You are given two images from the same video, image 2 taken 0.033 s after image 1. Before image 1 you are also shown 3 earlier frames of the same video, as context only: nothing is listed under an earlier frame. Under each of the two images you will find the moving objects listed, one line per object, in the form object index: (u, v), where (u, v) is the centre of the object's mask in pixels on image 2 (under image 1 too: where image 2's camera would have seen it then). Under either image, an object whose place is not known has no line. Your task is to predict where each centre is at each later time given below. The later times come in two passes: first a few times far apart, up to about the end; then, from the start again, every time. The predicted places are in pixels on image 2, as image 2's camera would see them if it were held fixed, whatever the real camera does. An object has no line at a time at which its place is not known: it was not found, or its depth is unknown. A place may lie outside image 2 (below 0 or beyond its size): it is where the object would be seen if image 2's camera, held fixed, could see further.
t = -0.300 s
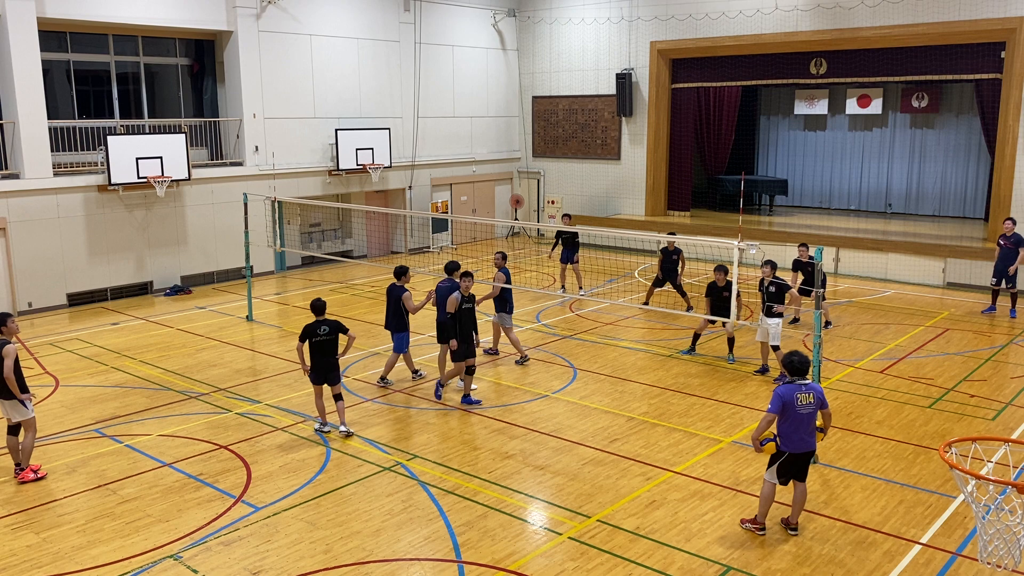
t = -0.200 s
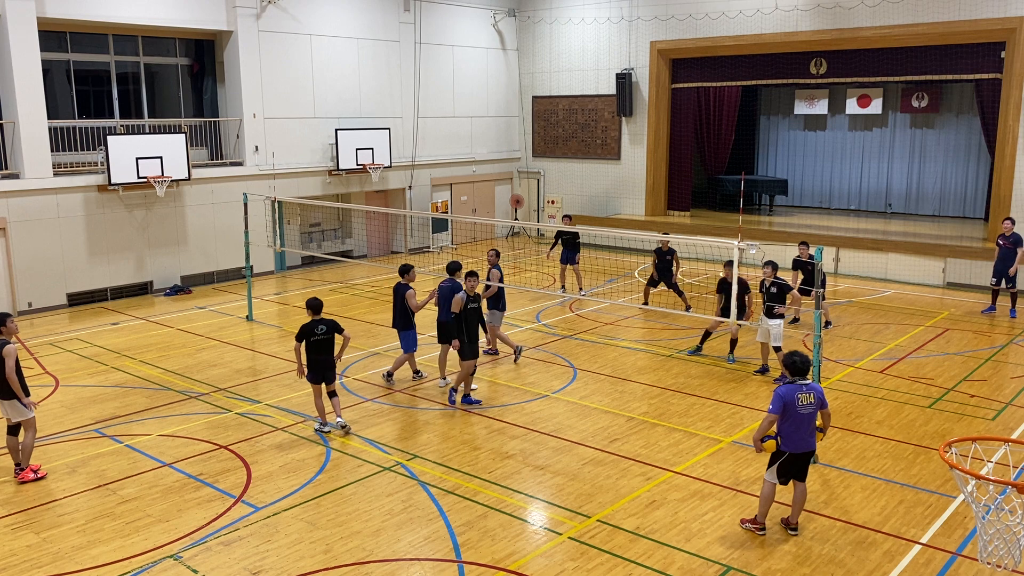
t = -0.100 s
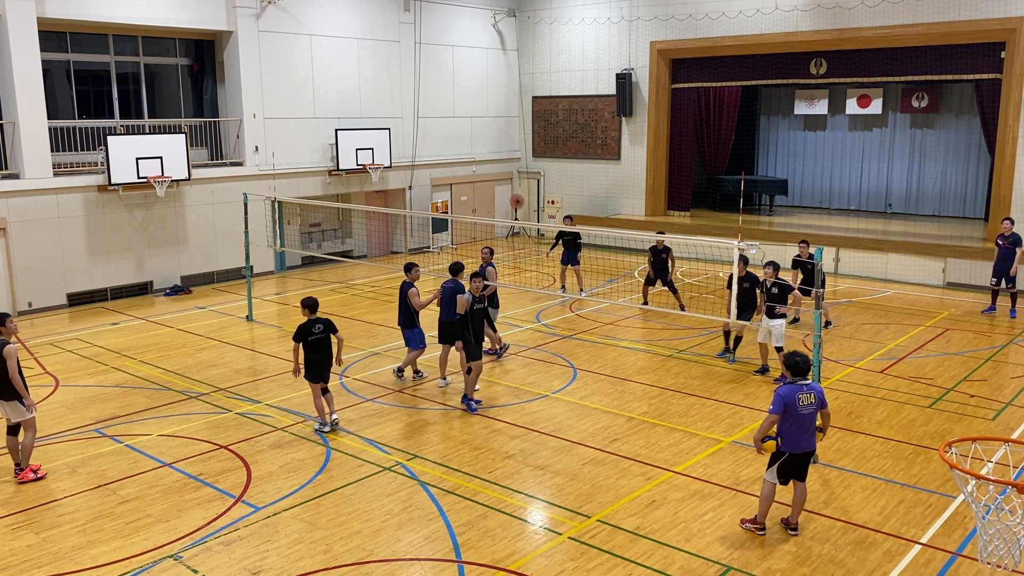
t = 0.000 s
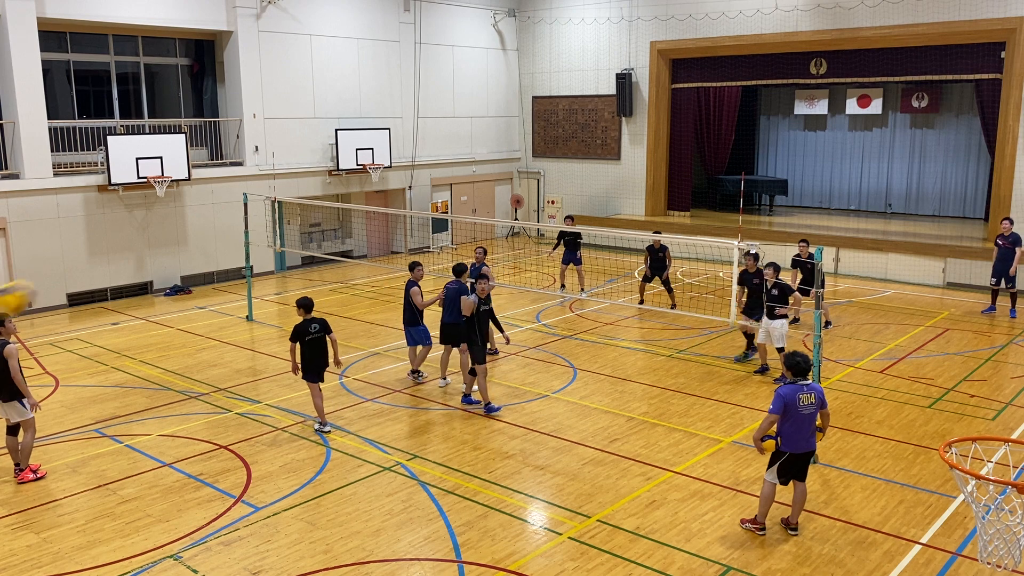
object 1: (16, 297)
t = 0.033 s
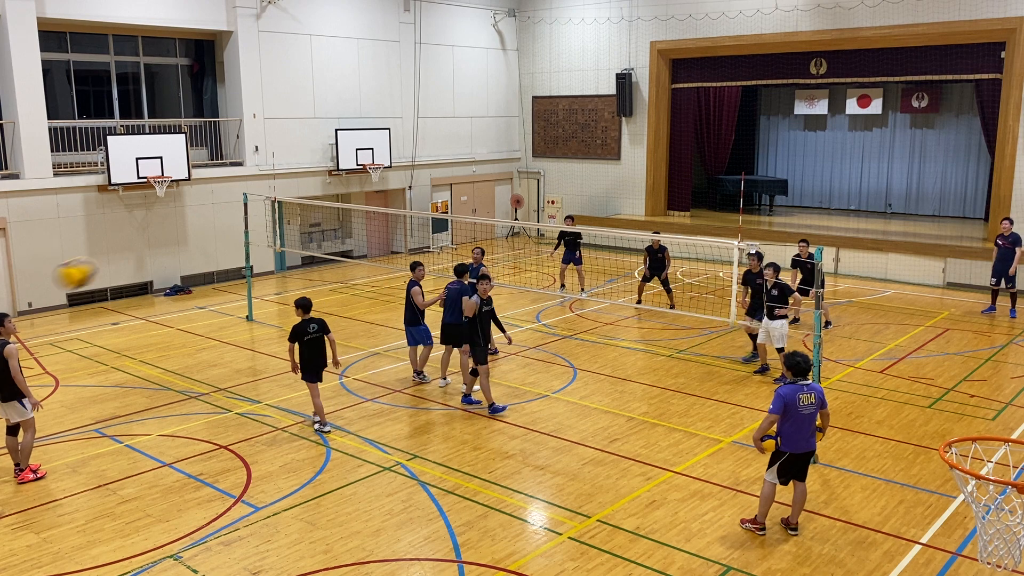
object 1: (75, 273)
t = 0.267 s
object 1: (353, 191)
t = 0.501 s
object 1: (487, 188)
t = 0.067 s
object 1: (130, 253)
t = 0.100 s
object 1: (179, 234)
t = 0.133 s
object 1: (222, 220)
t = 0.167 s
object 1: (260, 208)
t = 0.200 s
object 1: (296, 199)
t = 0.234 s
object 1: (326, 195)
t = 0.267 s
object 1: (353, 191)
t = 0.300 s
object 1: (378, 187)
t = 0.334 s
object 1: (401, 184)
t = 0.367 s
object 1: (421, 183)
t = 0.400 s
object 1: (438, 183)
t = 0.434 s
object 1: (456, 184)
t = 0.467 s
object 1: (472, 186)
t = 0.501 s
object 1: (487, 188)
